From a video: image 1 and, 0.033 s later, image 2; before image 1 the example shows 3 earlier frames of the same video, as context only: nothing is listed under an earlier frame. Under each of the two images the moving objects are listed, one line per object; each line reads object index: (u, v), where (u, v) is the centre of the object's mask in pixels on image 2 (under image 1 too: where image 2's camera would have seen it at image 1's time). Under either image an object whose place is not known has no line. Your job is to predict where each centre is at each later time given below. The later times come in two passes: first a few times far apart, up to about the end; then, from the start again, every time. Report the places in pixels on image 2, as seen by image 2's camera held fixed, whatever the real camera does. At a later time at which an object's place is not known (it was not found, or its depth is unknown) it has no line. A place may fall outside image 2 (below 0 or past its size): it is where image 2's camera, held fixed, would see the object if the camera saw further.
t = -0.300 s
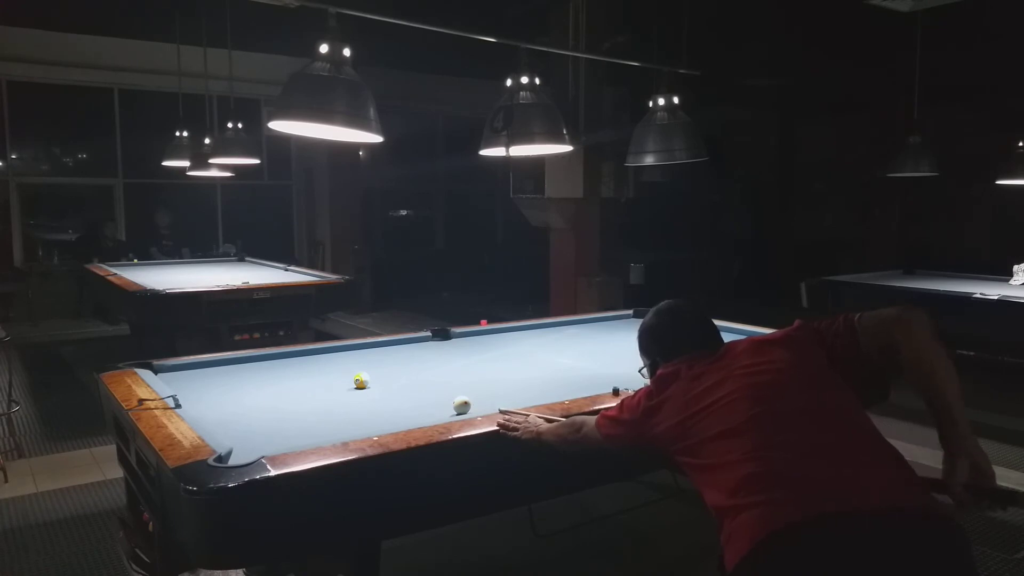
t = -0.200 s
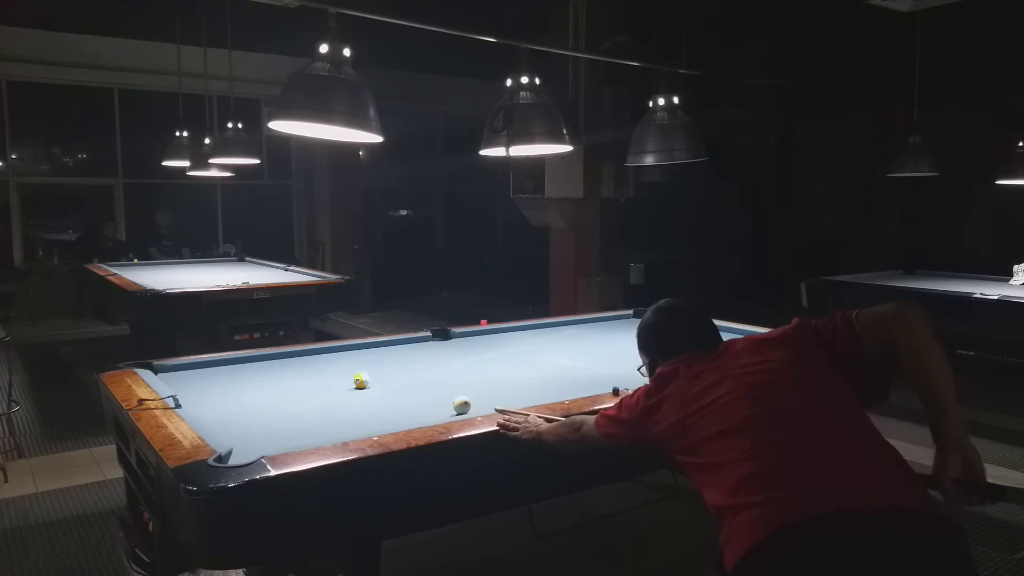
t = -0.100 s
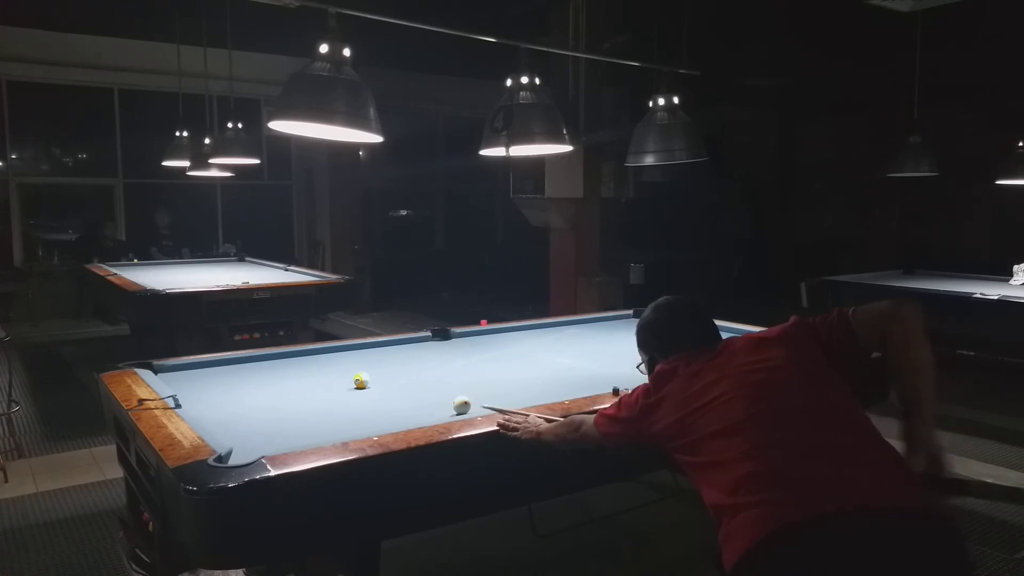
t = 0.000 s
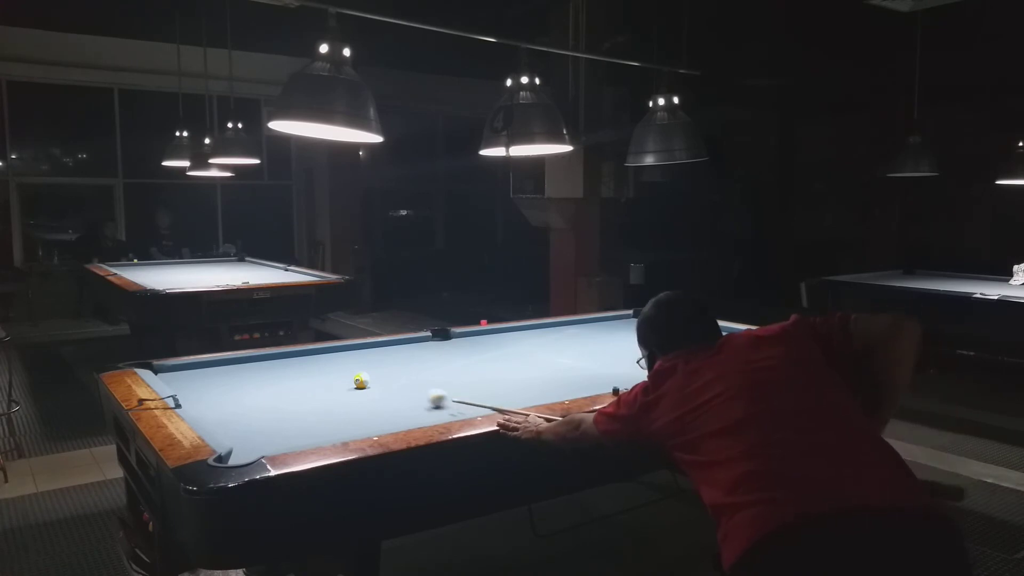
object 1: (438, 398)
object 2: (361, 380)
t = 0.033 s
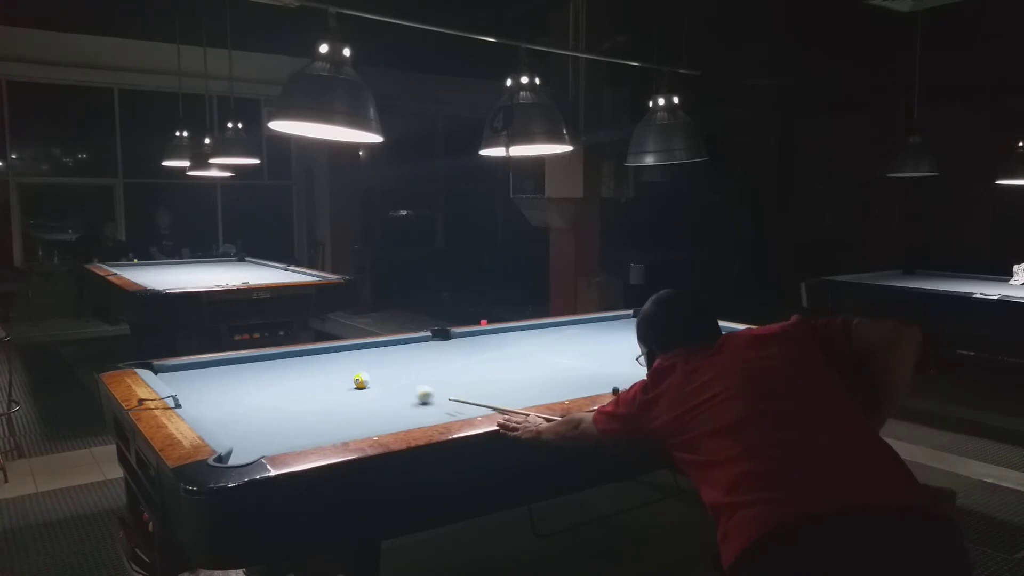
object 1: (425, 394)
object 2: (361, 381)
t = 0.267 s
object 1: (383, 375)
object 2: (327, 378)
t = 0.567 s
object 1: (383, 357)
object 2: (243, 373)
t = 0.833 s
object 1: (381, 344)
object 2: (176, 369)
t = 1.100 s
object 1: (408, 345)
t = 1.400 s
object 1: (442, 348)
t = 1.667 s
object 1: (471, 351)
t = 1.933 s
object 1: (500, 354)
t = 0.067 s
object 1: (412, 391)
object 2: (361, 380)
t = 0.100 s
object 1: (401, 388)
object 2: (361, 381)
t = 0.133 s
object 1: (390, 385)
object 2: (361, 381)
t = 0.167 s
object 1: (379, 382)
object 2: (361, 381)
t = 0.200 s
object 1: (379, 379)
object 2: (351, 379)
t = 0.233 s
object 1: (381, 377)
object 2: (339, 379)
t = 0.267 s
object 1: (383, 375)
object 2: (327, 378)
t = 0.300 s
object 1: (383, 373)
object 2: (315, 377)
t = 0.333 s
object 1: (384, 371)
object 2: (305, 377)
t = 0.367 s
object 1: (383, 369)
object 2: (296, 376)
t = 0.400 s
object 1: (383, 367)
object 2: (287, 376)
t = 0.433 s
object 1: (383, 365)
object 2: (278, 375)
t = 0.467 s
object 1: (383, 363)
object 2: (269, 375)
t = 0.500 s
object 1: (383, 361)
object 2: (260, 374)
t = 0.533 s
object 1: (383, 359)
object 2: (251, 374)
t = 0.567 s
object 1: (383, 357)
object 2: (243, 373)
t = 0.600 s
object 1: (383, 355)
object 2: (234, 373)
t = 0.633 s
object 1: (382, 354)
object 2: (225, 372)
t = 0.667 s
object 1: (382, 352)
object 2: (217, 371)
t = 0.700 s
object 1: (382, 351)
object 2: (209, 371)
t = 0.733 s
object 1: (382, 349)
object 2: (200, 370)
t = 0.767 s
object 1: (382, 347)
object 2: (192, 370)
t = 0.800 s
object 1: (382, 346)
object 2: (184, 369)
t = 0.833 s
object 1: (381, 344)
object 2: (176, 369)
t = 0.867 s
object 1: (382, 343)
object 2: (168, 368)
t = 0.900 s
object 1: (385, 343)
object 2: (160, 368)
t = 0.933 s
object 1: (389, 344)
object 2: (153, 367)
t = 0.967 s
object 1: (393, 344)
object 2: (146, 367)
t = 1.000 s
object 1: (397, 344)
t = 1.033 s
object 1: (401, 345)
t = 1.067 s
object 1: (404, 345)
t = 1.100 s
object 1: (408, 345)
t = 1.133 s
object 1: (412, 346)
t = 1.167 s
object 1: (416, 346)
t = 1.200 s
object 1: (419, 347)
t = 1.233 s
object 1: (423, 347)
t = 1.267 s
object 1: (427, 347)
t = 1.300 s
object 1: (430, 348)
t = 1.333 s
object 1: (434, 348)
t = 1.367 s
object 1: (438, 348)
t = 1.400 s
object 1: (442, 348)
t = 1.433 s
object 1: (445, 348)
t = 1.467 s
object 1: (449, 349)
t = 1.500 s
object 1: (453, 349)
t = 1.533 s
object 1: (456, 349)
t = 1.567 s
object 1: (460, 350)
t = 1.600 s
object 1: (464, 350)
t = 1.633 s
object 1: (468, 351)
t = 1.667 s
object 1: (471, 351)
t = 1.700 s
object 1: (475, 351)
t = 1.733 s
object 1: (479, 352)
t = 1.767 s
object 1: (482, 352)
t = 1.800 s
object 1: (486, 352)
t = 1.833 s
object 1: (490, 353)
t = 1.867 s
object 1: (493, 353)
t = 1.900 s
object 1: (496, 353)
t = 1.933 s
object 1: (500, 354)
